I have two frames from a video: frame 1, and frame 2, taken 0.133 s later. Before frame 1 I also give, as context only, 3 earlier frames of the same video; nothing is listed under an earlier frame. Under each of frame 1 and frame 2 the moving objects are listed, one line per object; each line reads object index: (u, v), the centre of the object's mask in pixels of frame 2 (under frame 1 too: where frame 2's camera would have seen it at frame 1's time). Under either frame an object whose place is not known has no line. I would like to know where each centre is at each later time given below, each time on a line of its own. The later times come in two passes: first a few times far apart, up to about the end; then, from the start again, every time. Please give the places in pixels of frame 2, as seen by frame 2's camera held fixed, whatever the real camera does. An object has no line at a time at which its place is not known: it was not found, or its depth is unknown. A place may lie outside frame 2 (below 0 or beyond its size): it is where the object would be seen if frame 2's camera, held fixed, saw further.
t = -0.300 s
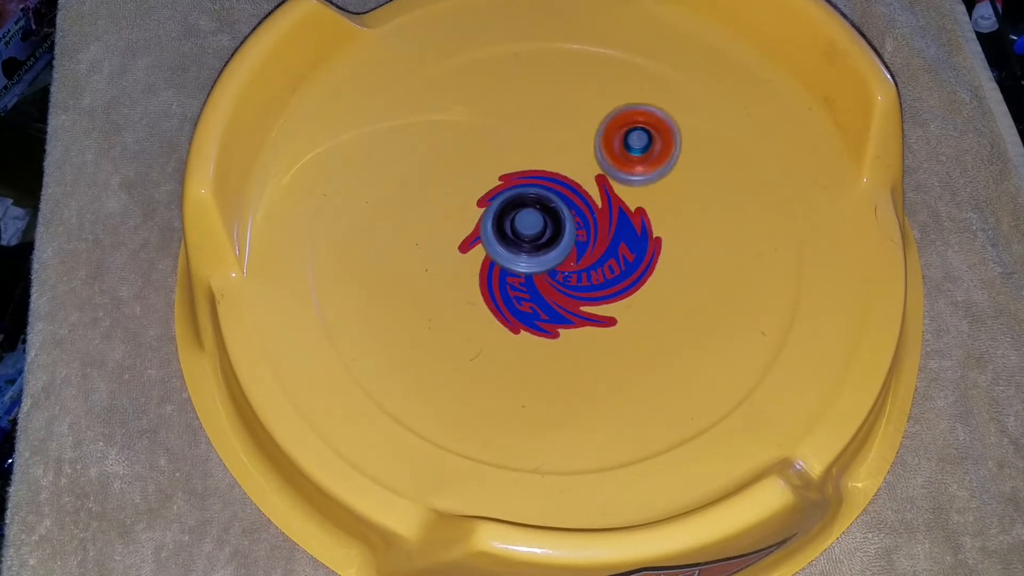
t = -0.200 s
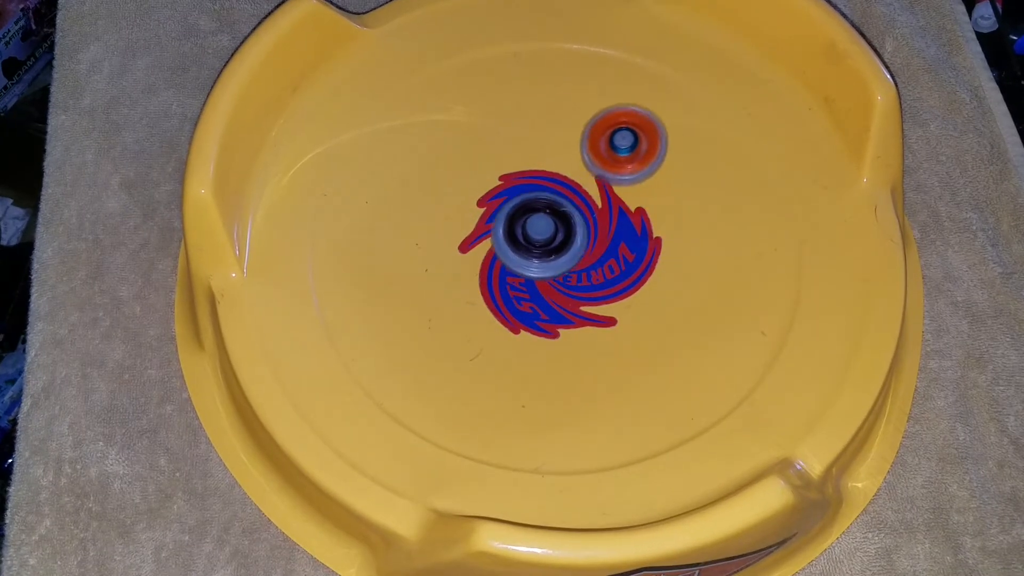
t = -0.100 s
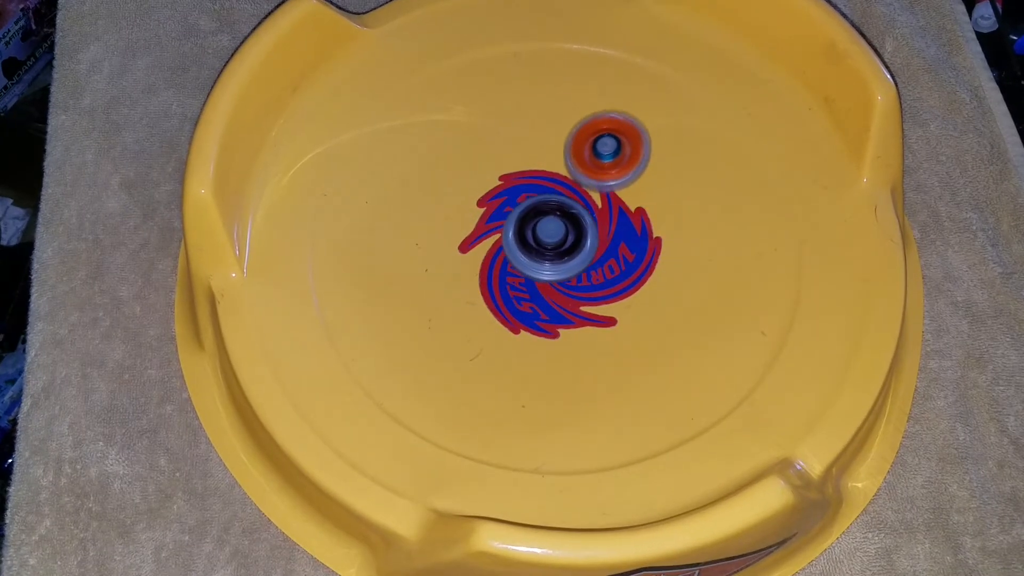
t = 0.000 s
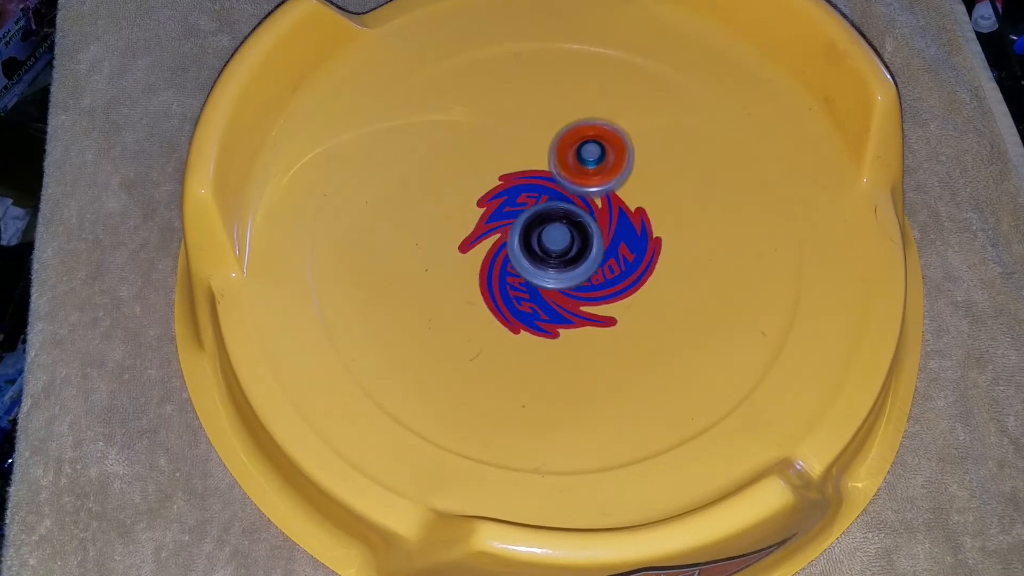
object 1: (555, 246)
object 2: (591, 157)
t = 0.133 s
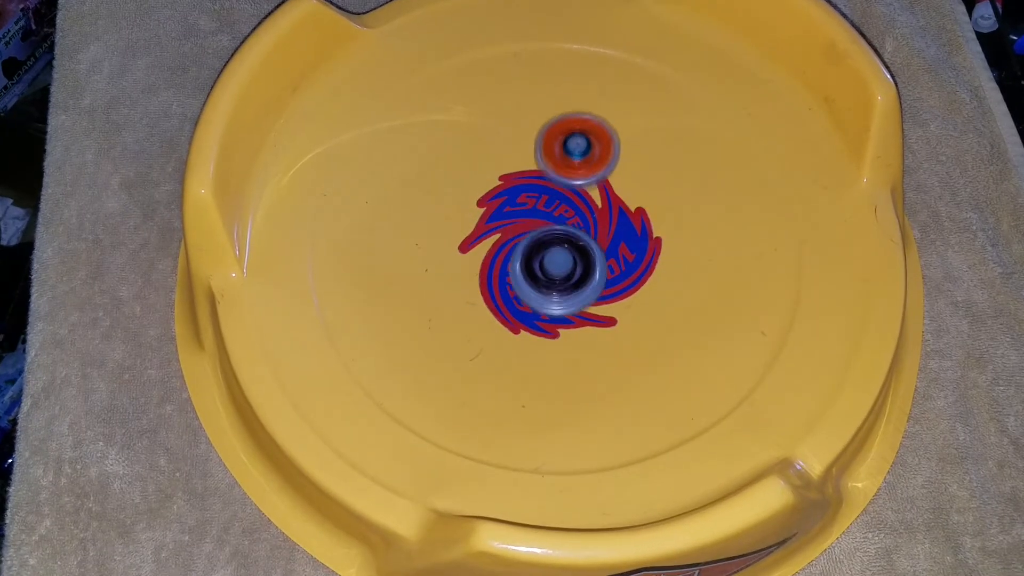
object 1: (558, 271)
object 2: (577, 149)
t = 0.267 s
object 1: (573, 289)
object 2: (557, 143)
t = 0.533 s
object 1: (596, 291)
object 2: (511, 178)
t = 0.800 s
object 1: (579, 274)
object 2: (488, 232)
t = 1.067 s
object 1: (558, 270)
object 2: (463, 269)
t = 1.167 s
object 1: (551, 268)
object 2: (451, 280)
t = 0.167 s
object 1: (560, 280)
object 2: (575, 142)
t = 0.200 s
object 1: (564, 284)
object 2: (570, 141)
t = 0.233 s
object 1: (568, 287)
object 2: (564, 142)
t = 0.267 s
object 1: (573, 289)
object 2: (557, 143)
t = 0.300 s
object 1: (578, 291)
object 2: (550, 145)
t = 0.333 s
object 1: (582, 293)
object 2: (544, 148)
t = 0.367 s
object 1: (585, 294)
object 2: (538, 151)
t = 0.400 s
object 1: (590, 294)
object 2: (532, 156)
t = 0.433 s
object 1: (593, 294)
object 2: (526, 160)
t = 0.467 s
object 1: (597, 293)
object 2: (521, 166)
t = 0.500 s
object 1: (599, 292)
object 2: (515, 171)
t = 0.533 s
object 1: (596, 291)
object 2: (511, 178)
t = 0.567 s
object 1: (594, 290)
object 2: (506, 184)
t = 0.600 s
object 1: (594, 288)
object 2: (503, 190)
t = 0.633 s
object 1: (593, 286)
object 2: (500, 197)
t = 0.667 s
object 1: (591, 283)
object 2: (496, 204)
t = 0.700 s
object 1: (589, 281)
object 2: (493, 211)
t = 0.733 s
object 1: (586, 278)
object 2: (491, 219)
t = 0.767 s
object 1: (583, 276)
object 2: (489, 225)
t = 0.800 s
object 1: (579, 274)
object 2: (488, 232)
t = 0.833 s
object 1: (576, 273)
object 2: (486, 239)
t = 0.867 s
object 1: (576, 274)
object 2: (478, 241)
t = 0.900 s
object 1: (574, 273)
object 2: (475, 244)
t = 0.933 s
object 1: (571, 271)
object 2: (472, 249)
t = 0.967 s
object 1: (567, 271)
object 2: (469, 254)
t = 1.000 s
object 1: (564, 270)
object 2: (467, 260)
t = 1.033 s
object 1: (561, 270)
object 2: (465, 265)
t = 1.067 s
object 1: (558, 270)
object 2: (463, 269)
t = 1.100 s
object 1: (555, 270)
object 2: (458, 273)
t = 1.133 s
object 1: (551, 268)
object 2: (457, 276)
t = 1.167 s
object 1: (551, 268)
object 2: (451, 280)
